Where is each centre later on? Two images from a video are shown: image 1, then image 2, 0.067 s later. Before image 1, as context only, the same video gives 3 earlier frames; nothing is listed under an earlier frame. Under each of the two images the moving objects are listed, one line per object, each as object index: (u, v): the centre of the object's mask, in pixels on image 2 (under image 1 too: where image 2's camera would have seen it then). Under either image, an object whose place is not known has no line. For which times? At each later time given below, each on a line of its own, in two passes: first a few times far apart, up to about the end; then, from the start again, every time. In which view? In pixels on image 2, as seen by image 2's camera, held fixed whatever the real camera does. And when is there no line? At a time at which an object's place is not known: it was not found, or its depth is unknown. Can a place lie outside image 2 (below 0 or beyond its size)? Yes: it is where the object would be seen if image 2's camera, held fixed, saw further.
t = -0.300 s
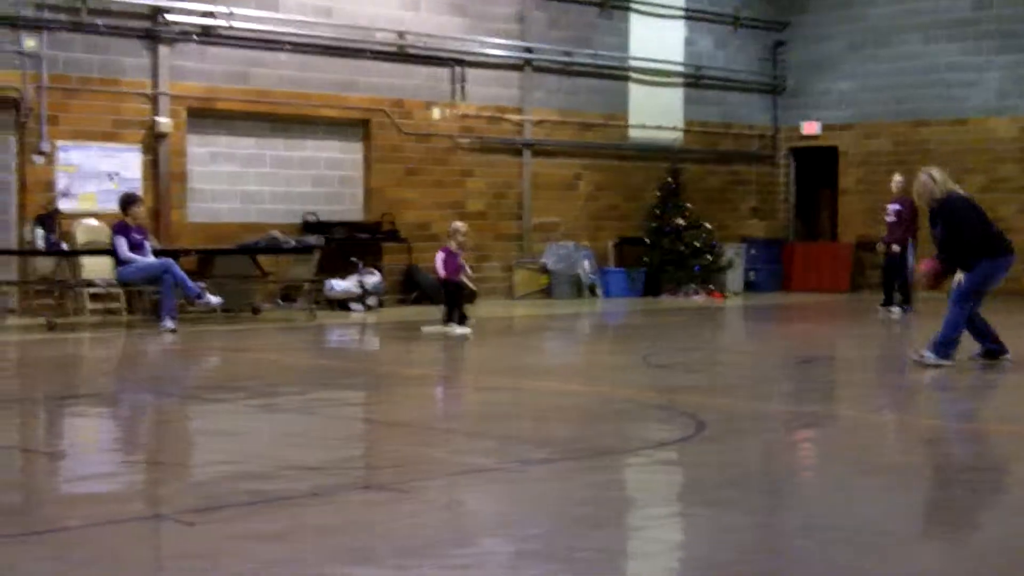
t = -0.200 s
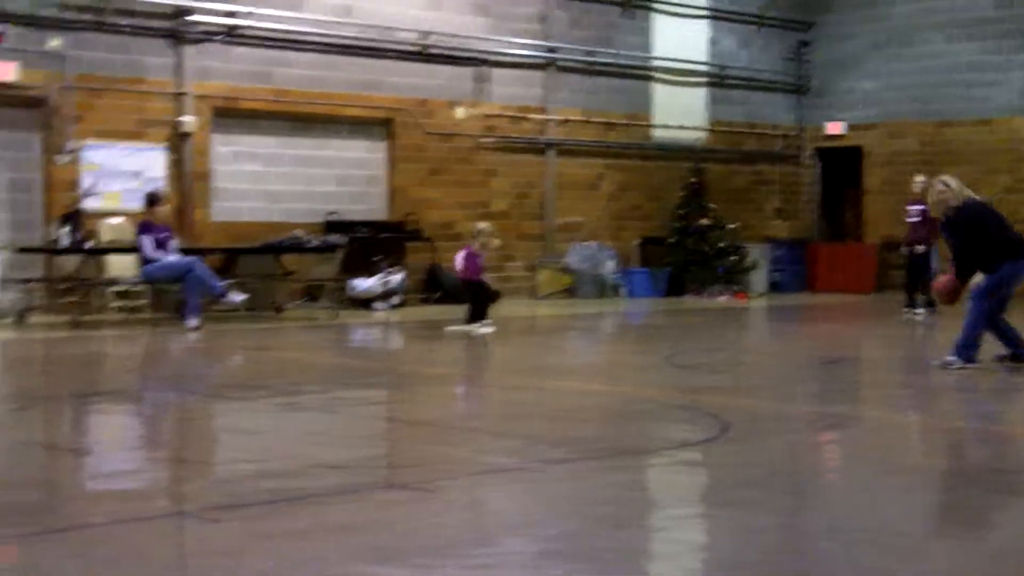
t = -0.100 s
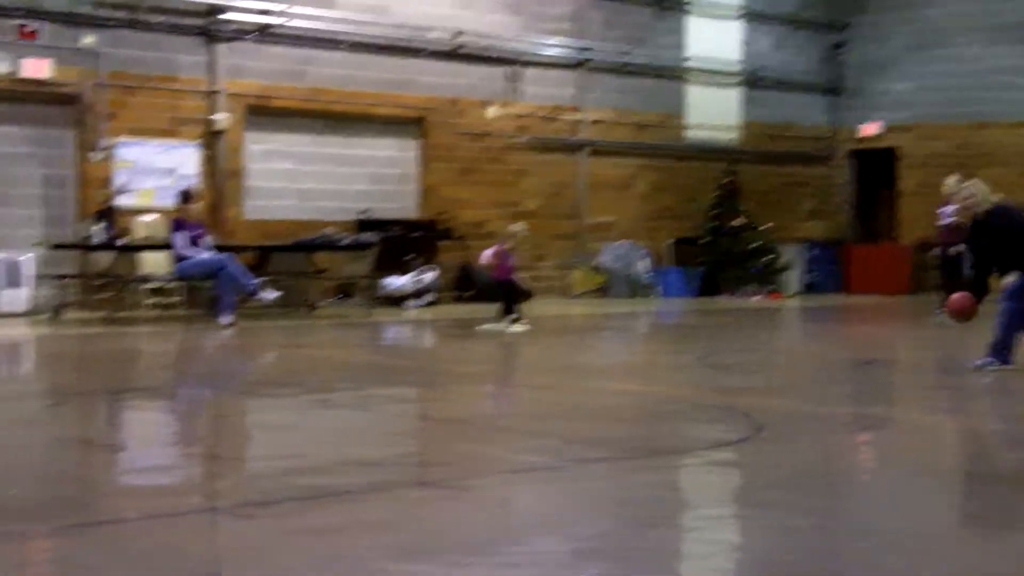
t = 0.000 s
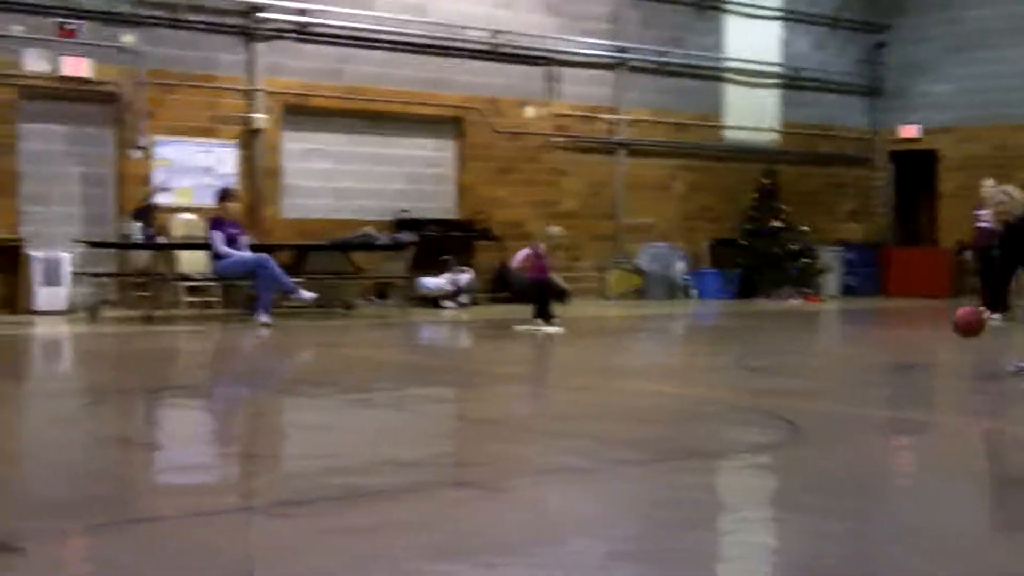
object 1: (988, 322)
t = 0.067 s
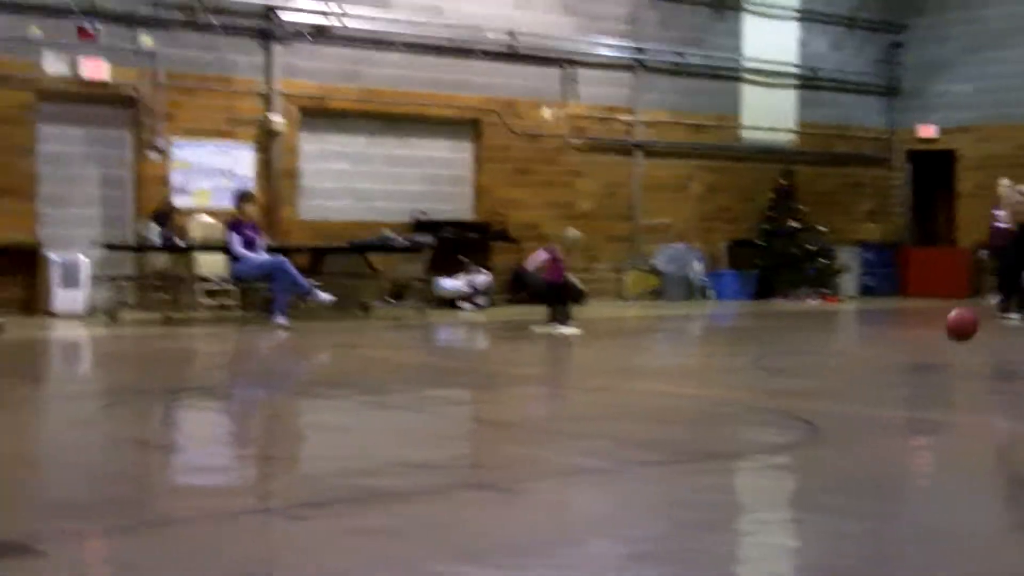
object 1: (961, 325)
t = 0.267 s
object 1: (873, 369)
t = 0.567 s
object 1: (770, 350)
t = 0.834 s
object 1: (670, 357)
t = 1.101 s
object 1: (555, 386)
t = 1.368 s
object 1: (428, 405)
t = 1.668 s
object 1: (255, 423)
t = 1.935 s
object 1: (76, 442)
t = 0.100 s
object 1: (946, 329)
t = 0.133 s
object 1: (932, 334)
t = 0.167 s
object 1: (918, 342)
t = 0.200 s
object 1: (902, 352)
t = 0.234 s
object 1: (886, 363)
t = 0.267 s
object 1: (873, 369)
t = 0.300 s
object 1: (862, 359)
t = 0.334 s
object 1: (850, 353)
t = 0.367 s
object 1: (840, 346)
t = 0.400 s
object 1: (828, 342)
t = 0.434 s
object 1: (819, 339)
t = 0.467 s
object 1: (807, 339)
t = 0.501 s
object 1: (795, 340)
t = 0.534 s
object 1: (783, 343)
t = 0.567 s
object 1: (770, 350)
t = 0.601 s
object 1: (759, 357)
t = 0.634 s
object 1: (746, 366)
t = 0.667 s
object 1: (735, 376)
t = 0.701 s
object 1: (721, 376)
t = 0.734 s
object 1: (708, 370)
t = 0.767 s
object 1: (695, 363)
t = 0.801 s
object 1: (683, 361)
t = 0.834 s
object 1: (670, 357)
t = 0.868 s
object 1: (655, 357)
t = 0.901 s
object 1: (643, 359)
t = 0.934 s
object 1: (629, 363)
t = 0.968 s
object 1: (614, 372)
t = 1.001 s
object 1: (600, 380)
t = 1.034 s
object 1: (585, 390)
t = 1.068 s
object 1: (569, 393)
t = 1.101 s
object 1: (555, 386)
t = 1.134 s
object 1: (540, 381)
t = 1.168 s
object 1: (525, 377)
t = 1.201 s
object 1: (510, 377)
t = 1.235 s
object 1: (494, 377)
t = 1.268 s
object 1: (476, 380)
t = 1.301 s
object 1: (462, 384)
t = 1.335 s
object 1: (445, 395)
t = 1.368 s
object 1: (428, 405)
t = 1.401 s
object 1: (408, 407)
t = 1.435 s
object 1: (393, 402)
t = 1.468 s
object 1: (374, 398)
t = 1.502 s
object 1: (357, 397)
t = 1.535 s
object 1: (337, 399)
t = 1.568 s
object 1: (318, 405)
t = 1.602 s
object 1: (298, 411)
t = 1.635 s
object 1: (277, 418)
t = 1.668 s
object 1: (255, 423)
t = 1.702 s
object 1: (235, 417)
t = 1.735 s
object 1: (217, 415)
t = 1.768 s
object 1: (192, 415)
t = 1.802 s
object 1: (170, 416)
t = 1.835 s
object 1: (147, 419)
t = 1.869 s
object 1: (120, 427)
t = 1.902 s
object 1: (99, 437)
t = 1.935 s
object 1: (76, 442)
